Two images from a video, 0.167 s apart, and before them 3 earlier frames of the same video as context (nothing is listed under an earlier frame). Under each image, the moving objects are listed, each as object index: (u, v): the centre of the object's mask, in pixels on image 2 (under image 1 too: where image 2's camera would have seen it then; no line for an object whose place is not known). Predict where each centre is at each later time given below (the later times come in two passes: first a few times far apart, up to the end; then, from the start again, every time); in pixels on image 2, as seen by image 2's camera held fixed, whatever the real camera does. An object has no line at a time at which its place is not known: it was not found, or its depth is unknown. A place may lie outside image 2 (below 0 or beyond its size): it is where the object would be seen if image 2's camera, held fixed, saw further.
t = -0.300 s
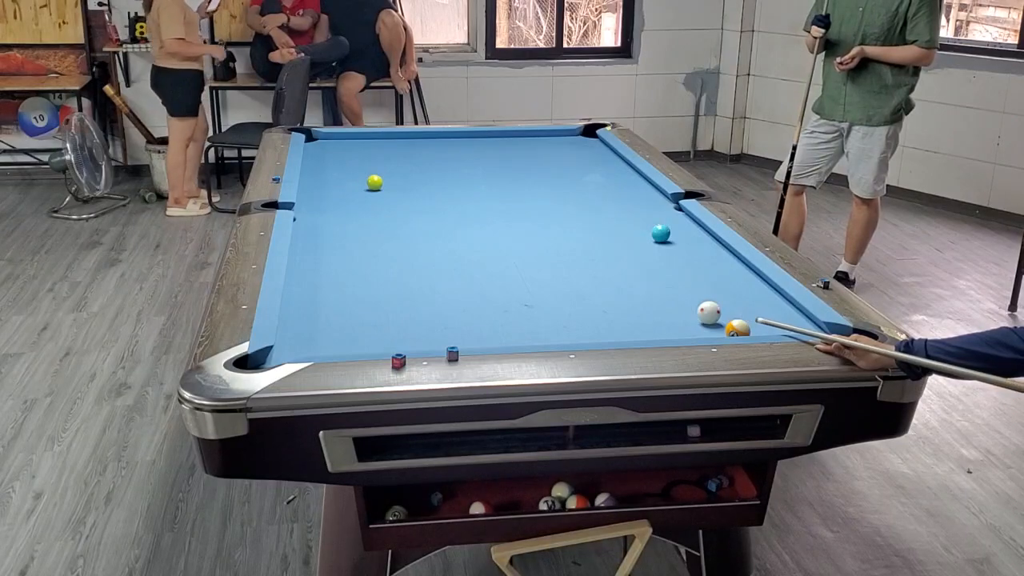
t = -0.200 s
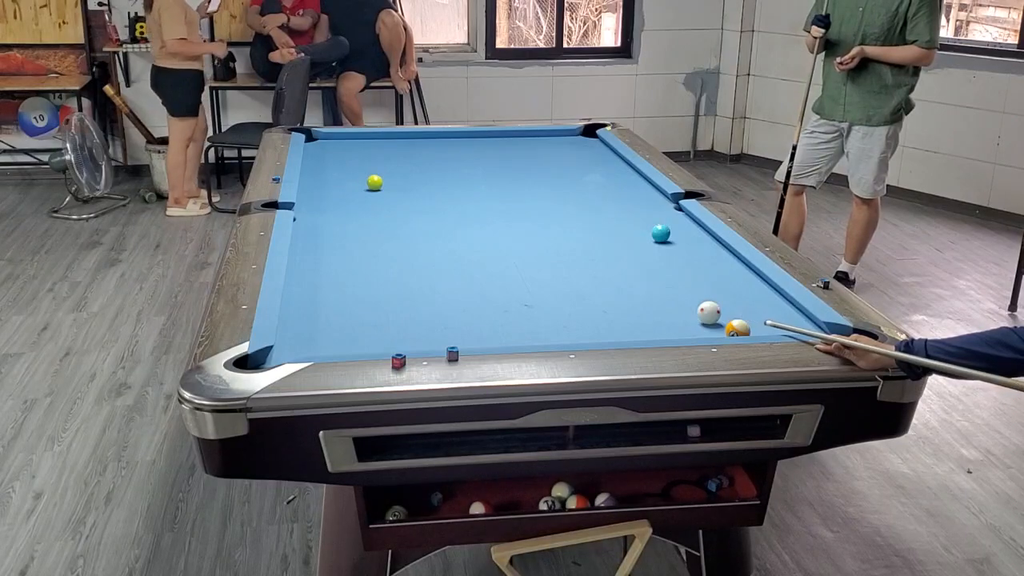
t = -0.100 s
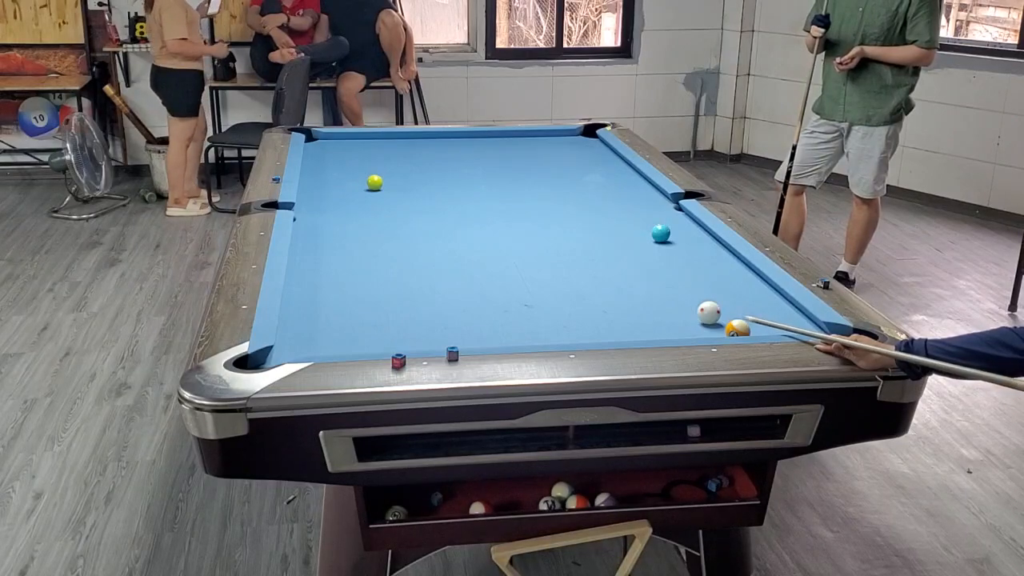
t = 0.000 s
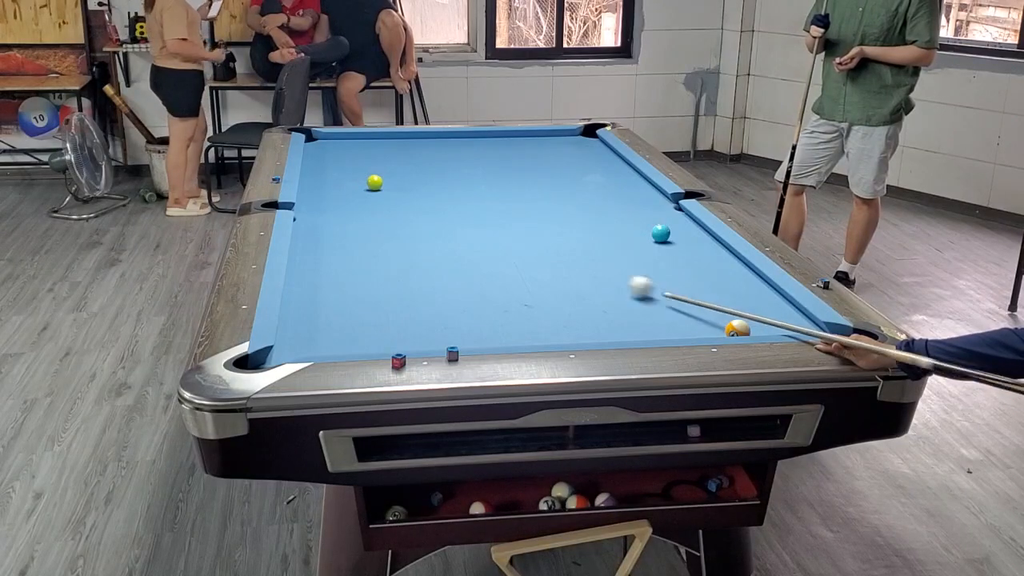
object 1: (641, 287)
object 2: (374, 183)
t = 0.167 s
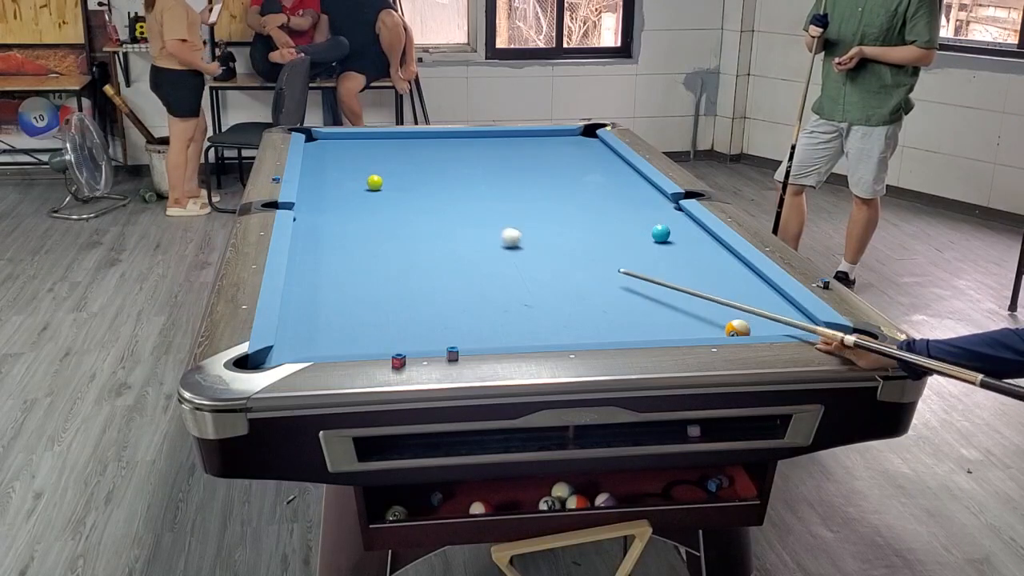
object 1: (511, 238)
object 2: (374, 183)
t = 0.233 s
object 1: (469, 221)
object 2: (374, 182)
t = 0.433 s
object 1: (365, 186)
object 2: (372, 176)
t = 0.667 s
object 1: (325, 185)
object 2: (353, 144)
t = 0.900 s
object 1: (372, 179)
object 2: (343, 143)
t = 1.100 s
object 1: (404, 174)
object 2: (337, 154)
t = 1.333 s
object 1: (439, 168)
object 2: (330, 169)
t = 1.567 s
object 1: (472, 163)
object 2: (321, 184)
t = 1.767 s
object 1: (498, 159)
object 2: (312, 199)
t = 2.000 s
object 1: (526, 154)
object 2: (302, 218)
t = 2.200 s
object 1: (549, 150)
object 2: (306, 234)
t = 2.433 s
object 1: (574, 146)
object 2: (312, 255)
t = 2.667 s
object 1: (598, 142)
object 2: (318, 278)
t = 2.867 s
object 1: (587, 141)
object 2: (323, 299)
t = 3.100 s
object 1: (574, 140)
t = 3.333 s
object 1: (561, 140)
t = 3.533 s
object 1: (551, 139)
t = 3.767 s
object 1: (540, 138)
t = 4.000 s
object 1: (531, 138)
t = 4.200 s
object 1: (523, 137)
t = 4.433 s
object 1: (515, 137)
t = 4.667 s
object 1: (507, 136)
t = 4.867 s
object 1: (502, 136)
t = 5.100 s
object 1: (496, 136)
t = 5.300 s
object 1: (492, 135)
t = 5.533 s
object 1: (488, 135)
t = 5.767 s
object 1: (485, 135)
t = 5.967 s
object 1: (483, 135)
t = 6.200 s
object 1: (481, 135)
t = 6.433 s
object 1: (480, 135)
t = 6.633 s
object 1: (480, 135)
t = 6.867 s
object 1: (480, 135)
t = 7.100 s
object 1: (480, 135)
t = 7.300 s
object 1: (480, 135)
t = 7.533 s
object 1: (480, 135)
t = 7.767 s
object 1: (480, 135)
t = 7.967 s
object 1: (480, 135)
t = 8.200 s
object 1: (480, 135)
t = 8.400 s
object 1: (480, 135)
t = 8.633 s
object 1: (480, 135)
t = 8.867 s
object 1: (480, 135)
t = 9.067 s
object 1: (480, 135)
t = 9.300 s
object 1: (480, 135)
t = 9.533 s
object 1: (480, 135)
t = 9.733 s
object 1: (480, 135)
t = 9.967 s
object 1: (480, 135)
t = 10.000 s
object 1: (480, 135)
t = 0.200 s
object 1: (489, 230)
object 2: (374, 183)
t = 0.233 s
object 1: (469, 221)
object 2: (374, 182)
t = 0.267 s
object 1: (449, 214)
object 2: (374, 182)
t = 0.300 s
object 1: (430, 207)
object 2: (374, 182)
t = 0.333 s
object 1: (412, 200)
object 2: (374, 183)
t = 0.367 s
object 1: (395, 193)
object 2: (374, 182)
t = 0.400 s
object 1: (378, 187)
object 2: (372, 180)
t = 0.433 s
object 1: (365, 186)
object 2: (372, 176)
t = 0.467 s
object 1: (352, 186)
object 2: (368, 172)
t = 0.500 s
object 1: (340, 187)
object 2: (365, 166)
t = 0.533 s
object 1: (327, 186)
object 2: (363, 161)
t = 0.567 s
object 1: (314, 186)
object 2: (360, 157)
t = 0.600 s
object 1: (306, 185)
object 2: (358, 152)
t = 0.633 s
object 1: (316, 185)
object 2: (355, 148)
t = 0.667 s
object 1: (325, 185)
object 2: (353, 144)
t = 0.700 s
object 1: (334, 184)
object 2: (351, 141)
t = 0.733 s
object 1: (341, 183)
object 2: (349, 138)
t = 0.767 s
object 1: (348, 182)
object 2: (347, 135)
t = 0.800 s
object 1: (354, 182)
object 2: (346, 137)
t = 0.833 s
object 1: (360, 181)
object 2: (345, 139)
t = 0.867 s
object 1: (366, 180)
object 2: (344, 141)
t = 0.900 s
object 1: (372, 179)
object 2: (343, 143)
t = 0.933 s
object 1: (377, 178)
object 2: (343, 145)
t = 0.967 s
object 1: (383, 177)
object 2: (342, 147)
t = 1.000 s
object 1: (388, 176)
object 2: (341, 149)
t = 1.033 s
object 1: (394, 175)
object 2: (339, 151)
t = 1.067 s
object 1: (399, 175)
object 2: (338, 153)
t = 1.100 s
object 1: (404, 174)
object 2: (337, 154)
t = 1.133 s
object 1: (409, 173)
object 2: (336, 156)
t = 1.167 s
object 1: (414, 172)
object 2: (335, 158)
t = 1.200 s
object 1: (420, 171)
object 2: (334, 161)
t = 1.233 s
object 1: (424, 171)
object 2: (333, 162)
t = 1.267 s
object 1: (429, 170)
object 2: (332, 164)
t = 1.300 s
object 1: (434, 169)
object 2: (331, 167)
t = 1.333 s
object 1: (439, 168)
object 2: (330, 169)
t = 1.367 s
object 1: (444, 168)
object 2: (328, 171)
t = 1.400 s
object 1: (449, 167)
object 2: (327, 173)
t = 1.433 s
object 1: (453, 166)
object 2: (326, 175)
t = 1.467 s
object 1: (458, 165)
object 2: (325, 177)
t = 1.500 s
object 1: (463, 164)
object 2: (323, 180)
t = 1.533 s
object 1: (467, 164)
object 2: (322, 182)
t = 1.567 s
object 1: (472, 163)
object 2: (321, 184)
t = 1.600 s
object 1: (476, 162)
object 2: (320, 187)
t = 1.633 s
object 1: (481, 161)
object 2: (318, 189)
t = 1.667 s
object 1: (485, 161)
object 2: (317, 191)
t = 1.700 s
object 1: (489, 160)
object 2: (315, 194)
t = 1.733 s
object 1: (494, 159)
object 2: (314, 196)
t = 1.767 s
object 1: (498, 159)
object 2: (312, 199)
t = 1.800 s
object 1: (502, 158)
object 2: (311, 202)
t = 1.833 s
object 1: (506, 157)
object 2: (310, 204)
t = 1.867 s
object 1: (510, 157)
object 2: (308, 207)
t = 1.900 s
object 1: (514, 156)
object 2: (307, 210)
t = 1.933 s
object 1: (518, 155)
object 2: (305, 212)
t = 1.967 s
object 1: (522, 155)
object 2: (303, 215)
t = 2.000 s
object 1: (526, 154)
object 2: (302, 218)
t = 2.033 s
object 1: (530, 153)
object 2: (303, 220)
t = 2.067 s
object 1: (534, 153)
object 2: (304, 223)
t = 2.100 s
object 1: (538, 152)
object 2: (304, 226)
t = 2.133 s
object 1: (542, 151)
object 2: (305, 229)
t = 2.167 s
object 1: (545, 151)
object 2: (306, 231)
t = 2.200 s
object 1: (549, 150)
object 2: (306, 234)
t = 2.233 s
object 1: (552, 150)
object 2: (307, 237)
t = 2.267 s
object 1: (556, 149)
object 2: (308, 240)
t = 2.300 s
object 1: (560, 148)
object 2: (309, 243)
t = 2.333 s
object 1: (563, 148)
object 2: (310, 246)
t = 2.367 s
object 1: (567, 147)
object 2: (310, 248)
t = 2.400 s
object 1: (571, 147)
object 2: (311, 251)
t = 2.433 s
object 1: (574, 146)
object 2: (312, 255)
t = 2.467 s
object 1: (577, 145)
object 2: (312, 258)
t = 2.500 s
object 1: (581, 145)
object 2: (313, 261)
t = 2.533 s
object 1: (584, 144)
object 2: (314, 264)
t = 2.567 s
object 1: (588, 144)
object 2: (315, 267)
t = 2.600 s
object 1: (591, 143)
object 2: (316, 271)
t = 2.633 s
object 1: (594, 143)
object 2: (317, 274)
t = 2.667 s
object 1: (598, 142)
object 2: (318, 278)
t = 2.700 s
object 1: (598, 142)
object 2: (318, 281)
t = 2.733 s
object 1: (595, 141)
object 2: (319, 284)
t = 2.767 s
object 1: (593, 142)
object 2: (320, 288)
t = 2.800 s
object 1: (591, 141)
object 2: (321, 292)
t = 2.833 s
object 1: (589, 141)
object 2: (322, 295)
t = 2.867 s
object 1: (587, 141)
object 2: (323, 299)
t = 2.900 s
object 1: (585, 141)
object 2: (323, 303)
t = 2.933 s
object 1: (583, 141)
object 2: (324, 307)
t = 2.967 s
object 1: (581, 141)
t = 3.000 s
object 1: (579, 141)
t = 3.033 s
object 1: (577, 141)
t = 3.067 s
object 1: (575, 141)
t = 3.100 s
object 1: (574, 140)
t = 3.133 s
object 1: (572, 140)
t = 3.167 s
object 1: (570, 140)
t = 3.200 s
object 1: (568, 140)
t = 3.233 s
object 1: (566, 140)
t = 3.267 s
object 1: (564, 140)
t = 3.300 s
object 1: (563, 140)
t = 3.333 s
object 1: (561, 140)
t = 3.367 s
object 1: (559, 140)
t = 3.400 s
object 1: (558, 140)
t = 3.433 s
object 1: (556, 140)
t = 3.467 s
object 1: (554, 139)
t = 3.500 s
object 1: (553, 139)
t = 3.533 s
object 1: (551, 139)
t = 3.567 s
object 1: (550, 139)
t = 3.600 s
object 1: (548, 139)
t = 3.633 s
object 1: (547, 139)
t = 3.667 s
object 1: (545, 139)
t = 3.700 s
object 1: (544, 139)
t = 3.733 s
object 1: (542, 138)
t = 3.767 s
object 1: (540, 138)
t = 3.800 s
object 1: (539, 138)
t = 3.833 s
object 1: (538, 138)
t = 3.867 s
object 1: (536, 138)
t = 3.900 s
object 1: (535, 138)
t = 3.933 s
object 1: (533, 138)
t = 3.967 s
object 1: (532, 138)
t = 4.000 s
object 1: (531, 138)
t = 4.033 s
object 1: (529, 138)
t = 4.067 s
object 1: (528, 138)
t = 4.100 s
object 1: (527, 138)
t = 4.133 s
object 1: (525, 138)
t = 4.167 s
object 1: (524, 137)
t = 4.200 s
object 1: (523, 137)
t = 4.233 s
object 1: (522, 137)
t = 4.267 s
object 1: (521, 137)
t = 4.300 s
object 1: (519, 137)
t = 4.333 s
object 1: (518, 137)
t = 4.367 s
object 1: (517, 137)
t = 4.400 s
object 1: (516, 137)
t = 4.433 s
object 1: (515, 137)
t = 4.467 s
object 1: (514, 137)
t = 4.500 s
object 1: (513, 137)
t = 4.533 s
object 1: (512, 137)
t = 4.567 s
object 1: (511, 137)
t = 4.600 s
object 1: (510, 137)
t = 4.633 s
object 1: (509, 136)
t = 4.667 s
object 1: (507, 136)
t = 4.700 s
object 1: (507, 136)
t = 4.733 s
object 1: (506, 136)
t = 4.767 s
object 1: (505, 136)
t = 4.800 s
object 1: (504, 136)
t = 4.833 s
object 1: (503, 136)
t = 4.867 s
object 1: (502, 136)
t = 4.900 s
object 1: (501, 136)
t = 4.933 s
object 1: (500, 136)
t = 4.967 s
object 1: (500, 136)
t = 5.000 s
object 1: (499, 136)
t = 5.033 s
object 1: (498, 136)
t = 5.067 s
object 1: (497, 136)
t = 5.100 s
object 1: (496, 136)
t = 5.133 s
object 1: (496, 136)
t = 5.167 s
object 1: (495, 136)
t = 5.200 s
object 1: (494, 136)
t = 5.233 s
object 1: (494, 135)
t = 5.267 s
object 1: (493, 135)
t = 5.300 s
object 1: (492, 135)
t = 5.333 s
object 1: (492, 135)
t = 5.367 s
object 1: (491, 135)
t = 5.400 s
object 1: (491, 135)
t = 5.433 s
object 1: (490, 135)
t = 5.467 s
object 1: (489, 135)
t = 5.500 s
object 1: (489, 135)
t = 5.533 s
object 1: (488, 135)
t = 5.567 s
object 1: (488, 135)
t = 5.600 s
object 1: (487, 135)
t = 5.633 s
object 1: (486, 135)
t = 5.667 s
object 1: (486, 135)
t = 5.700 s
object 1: (486, 135)
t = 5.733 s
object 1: (485, 135)
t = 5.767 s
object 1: (485, 135)
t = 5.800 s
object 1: (484, 135)
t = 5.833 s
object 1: (484, 135)
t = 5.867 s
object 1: (484, 135)
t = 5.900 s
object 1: (483, 135)
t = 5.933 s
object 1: (483, 135)
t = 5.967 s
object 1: (483, 135)
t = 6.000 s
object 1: (482, 135)
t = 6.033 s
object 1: (482, 135)
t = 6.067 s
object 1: (481, 135)
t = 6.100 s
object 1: (481, 135)
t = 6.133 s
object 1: (481, 135)
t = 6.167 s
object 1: (481, 135)
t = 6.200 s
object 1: (481, 135)
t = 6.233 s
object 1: (480, 135)
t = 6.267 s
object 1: (480, 135)
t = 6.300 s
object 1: (480, 135)
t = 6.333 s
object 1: (480, 135)
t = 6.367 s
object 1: (480, 135)
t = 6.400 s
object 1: (480, 135)
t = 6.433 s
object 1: (480, 135)
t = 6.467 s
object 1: (480, 135)
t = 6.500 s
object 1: (480, 135)
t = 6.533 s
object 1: (480, 135)
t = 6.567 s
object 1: (480, 135)
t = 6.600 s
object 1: (480, 135)
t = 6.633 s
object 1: (480, 135)
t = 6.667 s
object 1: (480, 135)
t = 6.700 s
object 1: (480, 135)
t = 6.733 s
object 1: (480, 135)
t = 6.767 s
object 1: (480, 135)
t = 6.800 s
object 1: (480, 135)
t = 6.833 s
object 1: (480, 135)
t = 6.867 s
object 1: (480, 135)
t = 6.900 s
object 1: (480, 135)
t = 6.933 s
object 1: (480, 135)
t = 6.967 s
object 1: (480, 135)
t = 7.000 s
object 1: (480, 135)
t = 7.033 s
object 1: (480, 135)
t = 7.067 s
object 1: (480, 135)
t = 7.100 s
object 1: (480, 135)
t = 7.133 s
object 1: (480, 135)
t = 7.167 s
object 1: (480, 135)
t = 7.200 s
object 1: (480, 135)
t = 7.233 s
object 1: (480, 135)
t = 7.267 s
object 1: (480, 135)
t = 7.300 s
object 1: (480, 135)
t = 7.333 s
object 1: (480, 135)
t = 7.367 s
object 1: (480, 135)
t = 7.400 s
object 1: (480, 135)
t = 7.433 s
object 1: (480, 135)
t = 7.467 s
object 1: (480, 135)
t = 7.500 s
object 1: (480, 135)
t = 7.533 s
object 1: (480, 135)
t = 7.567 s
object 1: (480, 135)
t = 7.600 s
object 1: (480, 135)
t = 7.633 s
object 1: (480, 135)
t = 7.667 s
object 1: (480, 135)
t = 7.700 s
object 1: (480, 135)
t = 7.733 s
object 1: (480, 135)
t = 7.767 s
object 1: (480, 135)
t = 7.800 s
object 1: (480, 135)
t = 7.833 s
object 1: (480, 135)
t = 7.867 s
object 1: (480, 135)
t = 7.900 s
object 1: (480, 135)
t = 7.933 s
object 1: (480, 135)
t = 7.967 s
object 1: (480, 135)
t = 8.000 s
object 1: (480, 135)
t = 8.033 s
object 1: (480, 135)
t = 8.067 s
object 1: (480, 135)
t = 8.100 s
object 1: (480, 135)
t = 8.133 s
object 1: (480, 135)
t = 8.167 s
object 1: (480, 135)
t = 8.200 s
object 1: (480, 135)
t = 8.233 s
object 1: (480, 135)
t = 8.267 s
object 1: (480, 135)
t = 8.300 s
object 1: (480, 135)
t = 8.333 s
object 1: (480, 135)
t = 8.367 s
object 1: (480, 135)
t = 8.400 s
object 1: (480, 135)
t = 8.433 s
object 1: (480, 135)
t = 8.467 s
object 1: (480, 135)
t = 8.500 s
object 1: (480, 135)
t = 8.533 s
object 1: (480, 135)
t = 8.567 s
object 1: (480, 135)
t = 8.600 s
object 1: (480, 135)
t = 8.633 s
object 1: (480, 135)
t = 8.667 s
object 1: (480, 135)
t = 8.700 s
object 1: (480, 135)
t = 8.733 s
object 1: (480, 135)
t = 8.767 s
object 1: (480, 135)
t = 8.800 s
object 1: (480, 135)
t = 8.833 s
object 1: (480, 135)
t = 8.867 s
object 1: (480, 135)
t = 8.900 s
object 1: (480, 135)
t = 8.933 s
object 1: (480, 135)
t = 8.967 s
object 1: (480, 135)
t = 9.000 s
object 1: (480, 135)
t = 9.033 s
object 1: (480, 135)
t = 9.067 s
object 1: (480, 135)
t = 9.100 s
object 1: (480, 135)
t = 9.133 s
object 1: (480, 135)
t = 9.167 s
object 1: (480, 135)
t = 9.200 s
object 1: (480, 135)
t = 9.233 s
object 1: (480, 135)
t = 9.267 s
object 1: (480, 135)
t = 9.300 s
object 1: (480, 135)
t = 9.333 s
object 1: (480, 135)
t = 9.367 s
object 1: (480, 135)
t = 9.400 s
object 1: (480, 135)
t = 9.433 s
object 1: (480, 135)
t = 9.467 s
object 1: (480, 135)
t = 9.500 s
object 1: (480, 135)
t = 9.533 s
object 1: (480, 135)
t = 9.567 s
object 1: (480, 135)
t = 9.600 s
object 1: (480, 135)
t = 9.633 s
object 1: (480, 135)
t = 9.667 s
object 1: (480, 135)
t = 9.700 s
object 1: (480, 135)
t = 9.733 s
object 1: (480, 135)
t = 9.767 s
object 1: (480, 135)
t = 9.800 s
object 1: (480, 135)
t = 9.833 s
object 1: (480, 135)
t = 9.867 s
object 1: (480, 135)
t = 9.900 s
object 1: (480, 135)
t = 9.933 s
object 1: (480, 135)
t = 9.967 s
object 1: (480, 135)
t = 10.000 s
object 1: (480, 135)
